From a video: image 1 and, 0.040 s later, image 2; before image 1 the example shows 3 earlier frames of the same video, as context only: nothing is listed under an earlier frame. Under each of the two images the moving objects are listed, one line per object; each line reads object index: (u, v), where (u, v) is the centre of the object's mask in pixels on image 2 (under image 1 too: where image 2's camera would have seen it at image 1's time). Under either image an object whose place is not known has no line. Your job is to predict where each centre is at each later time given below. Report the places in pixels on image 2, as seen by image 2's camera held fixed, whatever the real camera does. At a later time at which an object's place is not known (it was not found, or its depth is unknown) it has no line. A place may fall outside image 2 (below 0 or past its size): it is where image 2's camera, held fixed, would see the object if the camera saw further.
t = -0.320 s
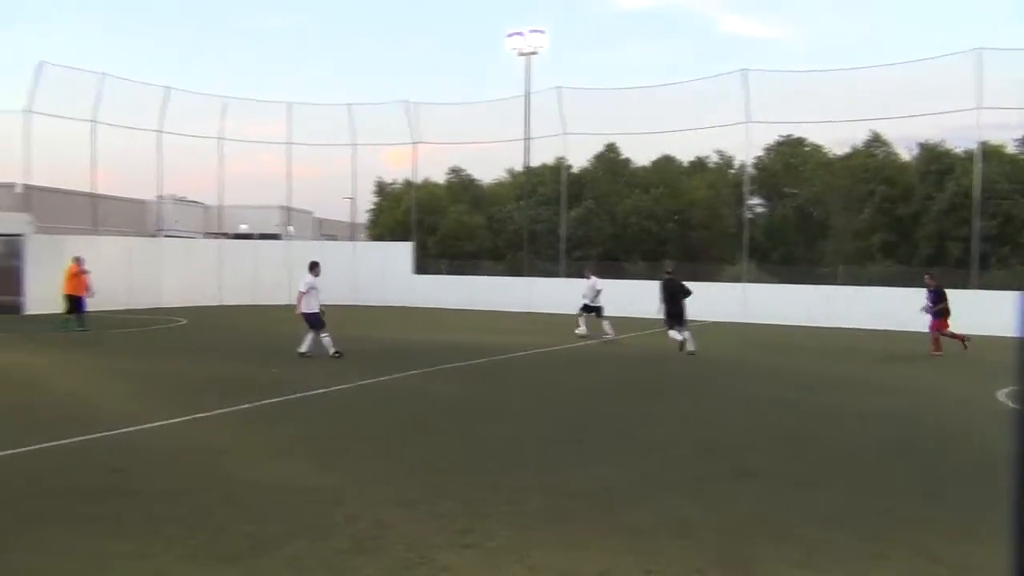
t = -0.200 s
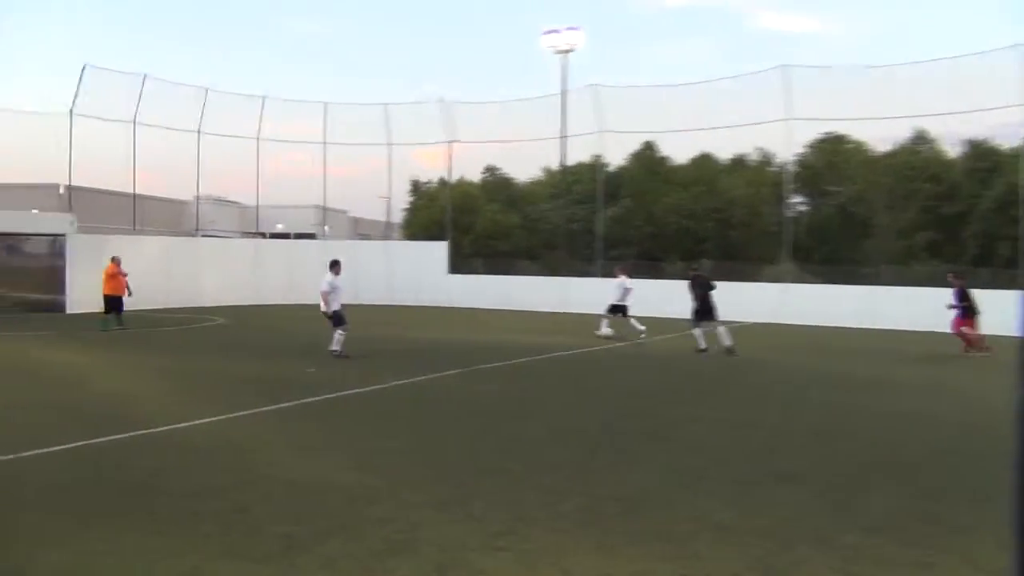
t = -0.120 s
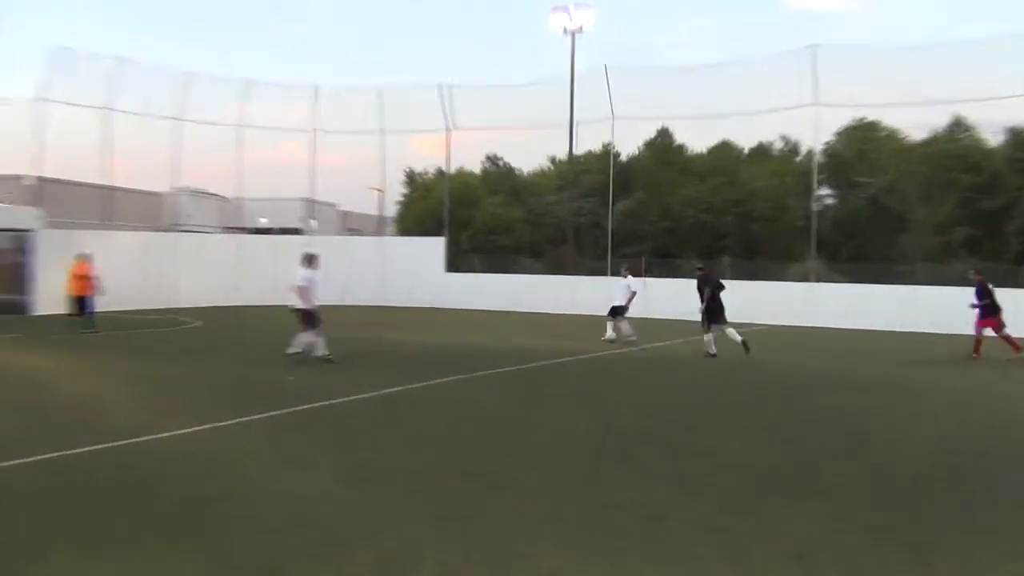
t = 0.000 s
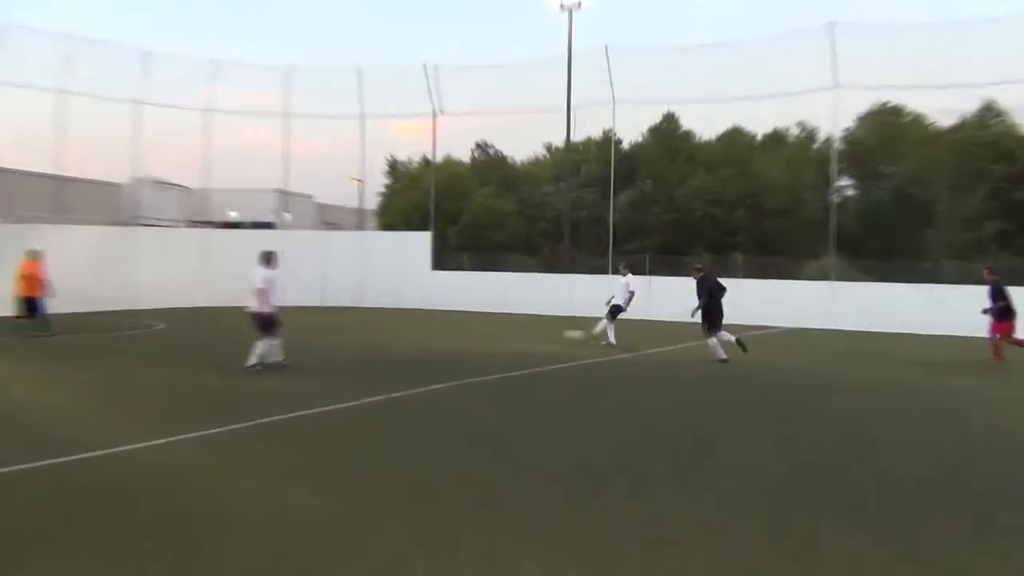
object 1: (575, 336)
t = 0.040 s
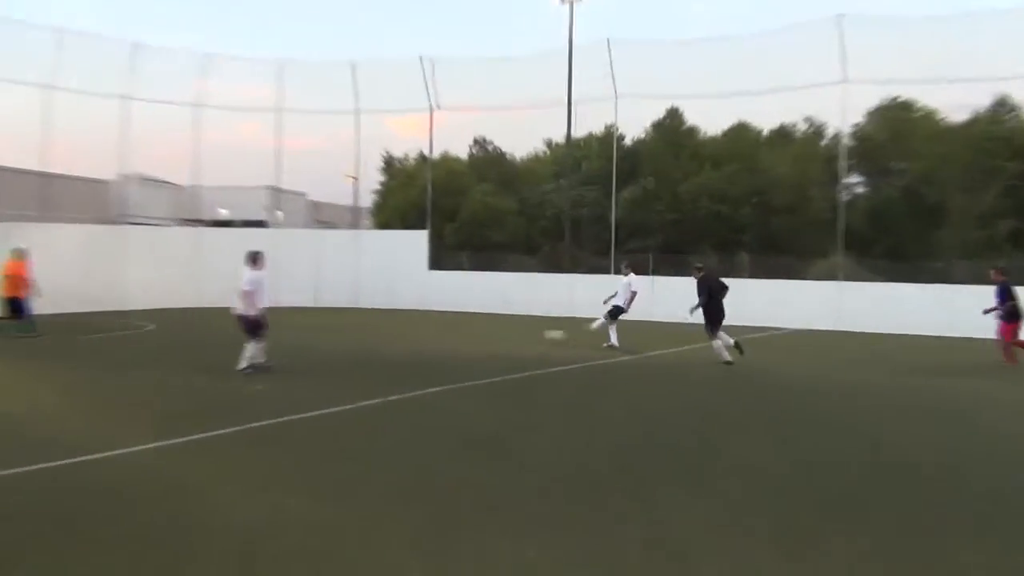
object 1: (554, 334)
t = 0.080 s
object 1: (534, 333)
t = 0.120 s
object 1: (515, 332)
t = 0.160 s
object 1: (494, 332)
